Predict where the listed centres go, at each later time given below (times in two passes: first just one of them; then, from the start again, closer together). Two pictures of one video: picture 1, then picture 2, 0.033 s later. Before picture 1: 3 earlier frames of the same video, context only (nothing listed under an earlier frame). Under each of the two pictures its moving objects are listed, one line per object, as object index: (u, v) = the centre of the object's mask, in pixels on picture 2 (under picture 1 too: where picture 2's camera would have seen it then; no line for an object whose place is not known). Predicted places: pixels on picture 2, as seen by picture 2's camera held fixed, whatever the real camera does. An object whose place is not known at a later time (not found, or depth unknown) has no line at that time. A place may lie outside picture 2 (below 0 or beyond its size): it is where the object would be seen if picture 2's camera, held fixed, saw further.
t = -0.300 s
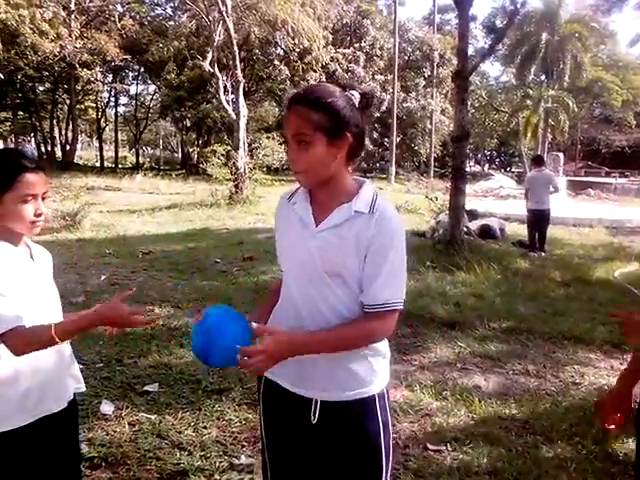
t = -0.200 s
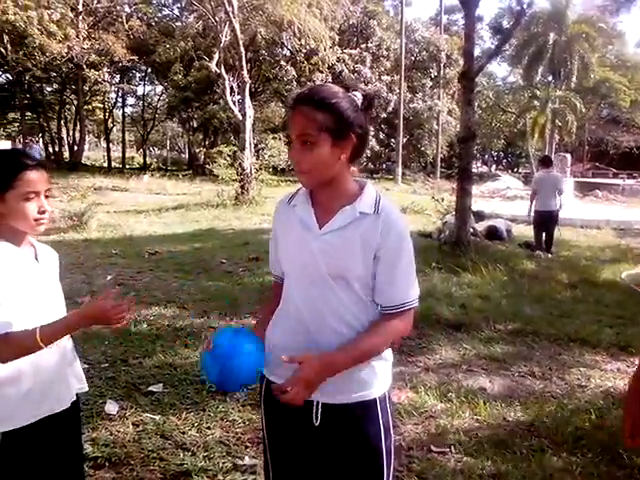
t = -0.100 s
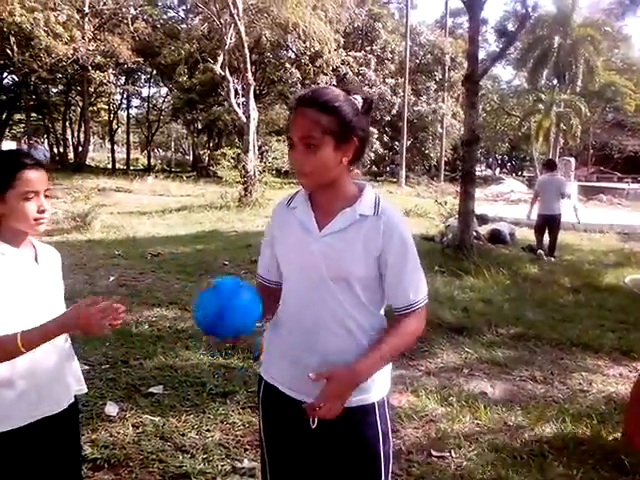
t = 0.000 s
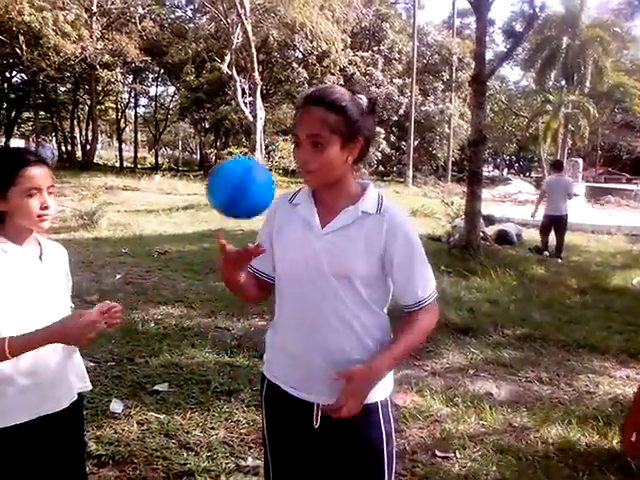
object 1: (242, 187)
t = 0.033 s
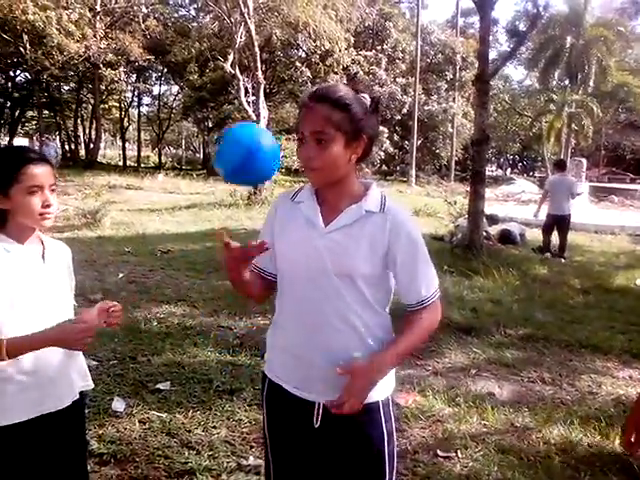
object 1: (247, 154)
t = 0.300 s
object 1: (276, 54)
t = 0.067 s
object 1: (253, 127)
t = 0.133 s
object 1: (261, 80)
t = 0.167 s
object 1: (264, 65)
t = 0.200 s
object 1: (268, 56)
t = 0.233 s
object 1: (269, 50)
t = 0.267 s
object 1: (272, 50)
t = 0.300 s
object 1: (276, 54)
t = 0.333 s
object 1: (279, 61)
